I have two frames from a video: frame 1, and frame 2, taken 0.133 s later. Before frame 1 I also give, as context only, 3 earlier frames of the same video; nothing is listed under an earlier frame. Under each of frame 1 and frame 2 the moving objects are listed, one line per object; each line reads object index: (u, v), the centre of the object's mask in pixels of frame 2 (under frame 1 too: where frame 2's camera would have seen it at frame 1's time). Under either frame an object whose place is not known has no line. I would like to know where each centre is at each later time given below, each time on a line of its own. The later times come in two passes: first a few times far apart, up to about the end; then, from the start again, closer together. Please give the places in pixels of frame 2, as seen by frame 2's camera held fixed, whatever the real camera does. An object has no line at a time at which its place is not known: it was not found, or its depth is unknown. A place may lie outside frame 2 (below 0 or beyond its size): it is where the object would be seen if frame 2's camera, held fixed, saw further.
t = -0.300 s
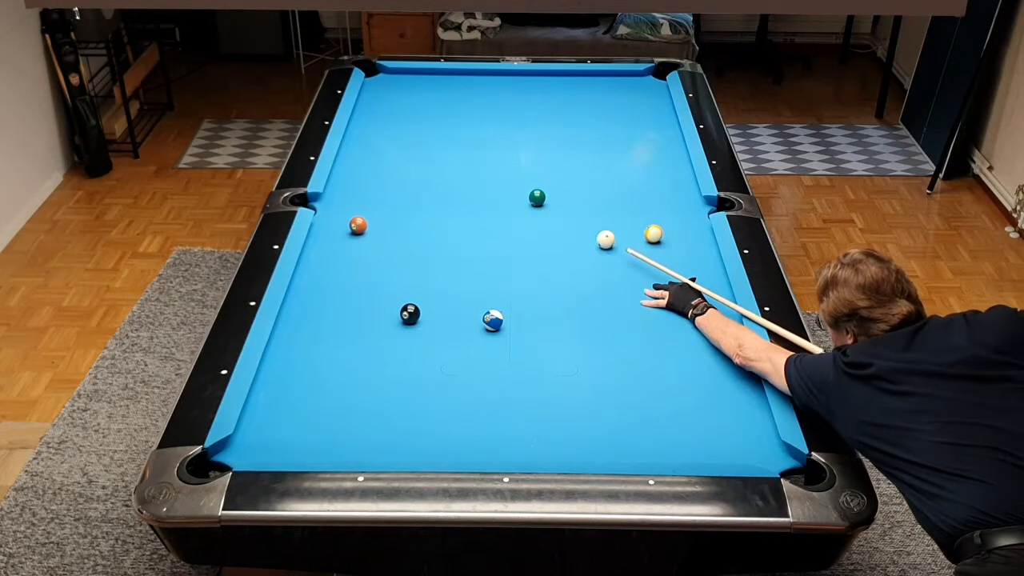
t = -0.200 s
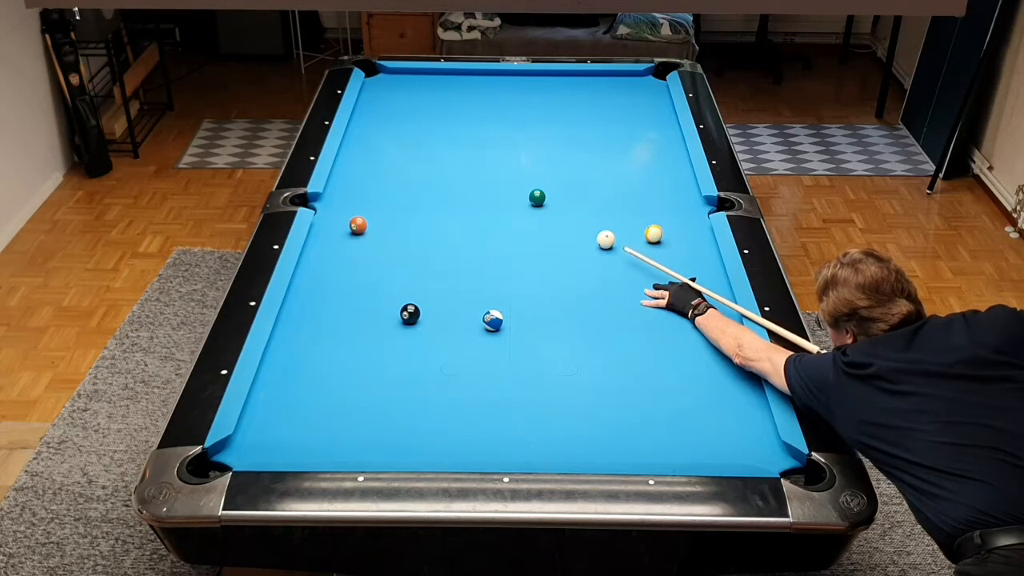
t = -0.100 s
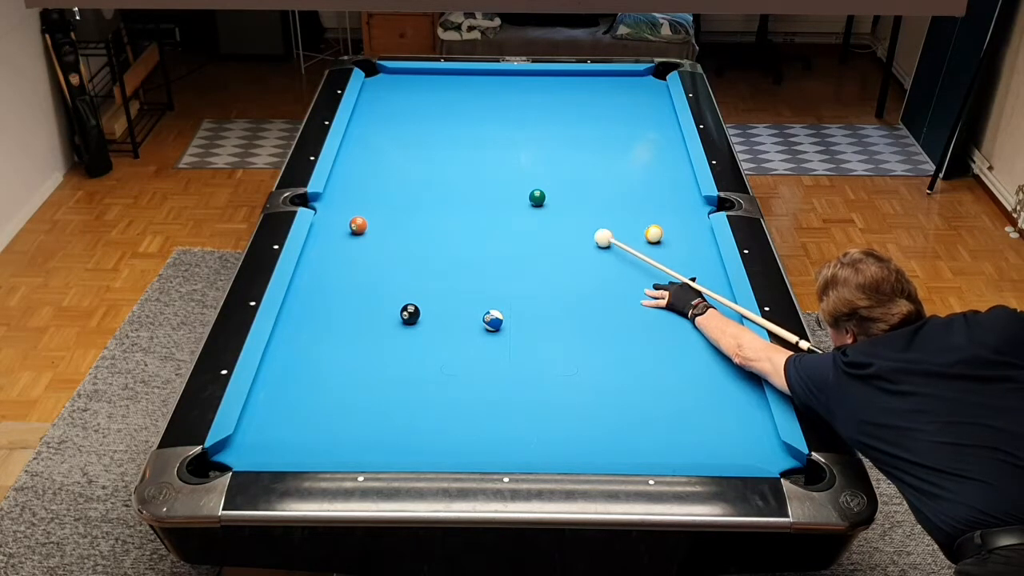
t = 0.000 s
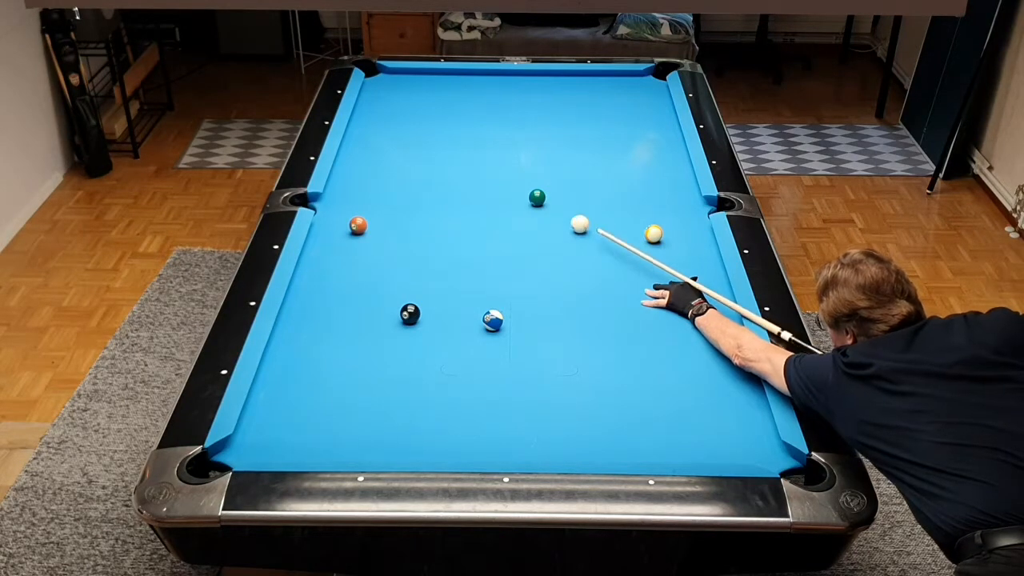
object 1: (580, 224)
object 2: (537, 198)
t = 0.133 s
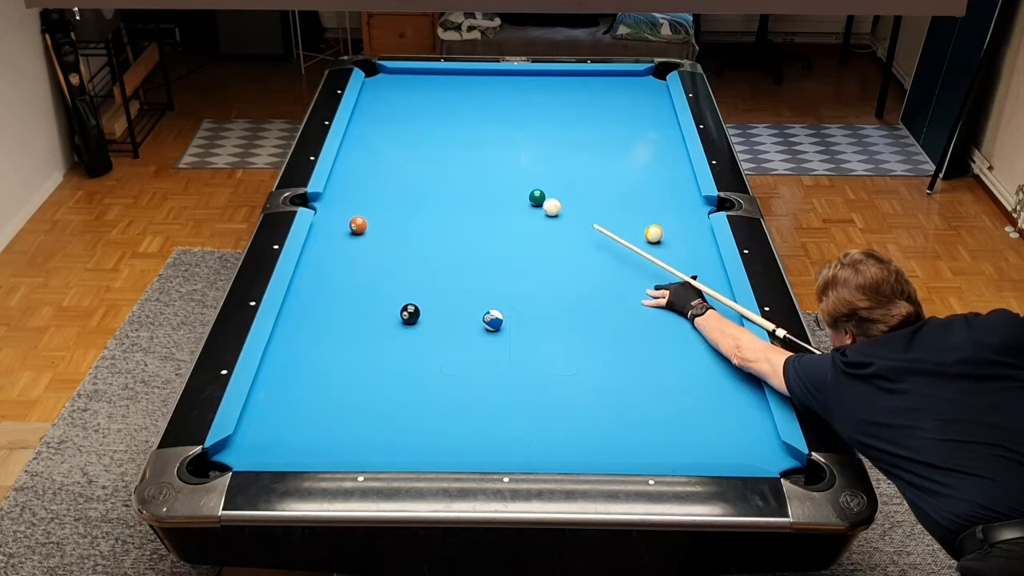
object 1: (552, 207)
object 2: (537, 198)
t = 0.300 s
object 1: (539, 203)
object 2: (518, 184)
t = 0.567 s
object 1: (523, 197)
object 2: (492, 165)
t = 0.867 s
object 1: (505, 192)
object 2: (466, 145)
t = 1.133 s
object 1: (492, 187)
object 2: (446, 130)
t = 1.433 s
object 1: (479, 183)
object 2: (424, 114)
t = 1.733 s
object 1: (468, 179)
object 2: (405, 100)
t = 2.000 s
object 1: (459, 176)
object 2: (389, 88)
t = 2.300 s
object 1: (452, 173)
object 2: (373, 76)
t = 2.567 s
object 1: (446, 171)
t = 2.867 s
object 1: (442, 169)
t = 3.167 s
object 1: (439, 168)
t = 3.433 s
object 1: (438, 167)
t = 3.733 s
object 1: (438, 167)
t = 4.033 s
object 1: (438, 167)
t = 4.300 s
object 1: (438, 167)
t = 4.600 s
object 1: (439, 167)
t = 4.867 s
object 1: (438, 167)
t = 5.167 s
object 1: (438, 167)
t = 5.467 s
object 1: (439, 167)
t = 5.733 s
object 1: (439, 167)
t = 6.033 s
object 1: (439, 167)
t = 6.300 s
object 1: (439, 167)
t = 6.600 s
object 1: (439, 167)
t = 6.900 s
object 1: (439, 167)
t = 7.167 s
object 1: (439, 167)
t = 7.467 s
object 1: (439, 167)
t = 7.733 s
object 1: (439, 167)
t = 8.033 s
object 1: (438, 167)
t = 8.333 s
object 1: (438, 167)
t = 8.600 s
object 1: (438, 167)
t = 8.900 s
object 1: (438, 167)
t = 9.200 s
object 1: (439, 167)
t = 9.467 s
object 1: (438, 167)
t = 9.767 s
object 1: (438, 167)
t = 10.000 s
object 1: (438, 167)
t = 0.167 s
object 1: (546, 204)
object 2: (535, 196)
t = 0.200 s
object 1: (545, 204)
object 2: (531, 193)
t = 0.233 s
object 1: (543, 204)
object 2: (526, 190)
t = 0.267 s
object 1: (541, 203)
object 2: (522, 187)
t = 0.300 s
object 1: (539, 203)
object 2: (518, 184)
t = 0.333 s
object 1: (537, 202)
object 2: (515, 182)
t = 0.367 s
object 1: (535, 201)
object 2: (512, 179)
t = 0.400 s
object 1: (533, 201)
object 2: (509, 177)
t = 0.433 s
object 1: (531, 200)
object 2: (505, 174)
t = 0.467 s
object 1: (528, 199)
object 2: (502, 172)
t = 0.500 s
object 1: (527, 199)
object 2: (499, 169)
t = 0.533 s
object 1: (524, 198)
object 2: (496, 167)
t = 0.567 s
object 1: (523, 197)
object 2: (492, 165)
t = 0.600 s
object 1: (520, 196)
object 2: (489, 163)
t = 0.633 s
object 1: (518, 196)
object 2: (486, 160)
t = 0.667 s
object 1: (516, 195)
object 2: (484, 158)
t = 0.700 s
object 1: (515, 195)
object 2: (480, 156)
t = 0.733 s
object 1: (513, 194)
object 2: (478, 154)
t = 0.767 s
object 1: (511, 193)
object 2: (475, 152)
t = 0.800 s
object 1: (509, 193)
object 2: (472, 150)
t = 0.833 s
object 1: (507, 192)
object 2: (469, 148)
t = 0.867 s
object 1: (505, 192)
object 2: (466, 145)
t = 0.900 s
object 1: (503, 191)
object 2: (464, 144)
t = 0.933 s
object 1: (502, 191)
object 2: (461, 142)
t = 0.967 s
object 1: (500, 190)
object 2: (458, 140)
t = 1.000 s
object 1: (499, 189)
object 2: (456, 138)
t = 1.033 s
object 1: (497, 189)
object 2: (453, 136)
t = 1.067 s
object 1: (495, 188)
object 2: (451, 134)
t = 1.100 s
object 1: (494, 188)
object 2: (448, 132)
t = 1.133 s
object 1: (492, 187)
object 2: (446, 130)
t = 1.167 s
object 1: (491, 187)
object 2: (443, 128)
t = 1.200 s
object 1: (489, 186)
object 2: (440, 126)
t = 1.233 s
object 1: (488, 186)
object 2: (438, 125)
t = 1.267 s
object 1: (486, 185)
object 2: (436, 123)
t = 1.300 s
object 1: (485, 185)
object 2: (433, 121)
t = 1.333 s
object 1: (483, 184)
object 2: (431, 119)
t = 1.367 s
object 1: (482, 184)
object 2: (429, 118)
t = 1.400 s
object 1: (480, 183)
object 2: (426, 116)
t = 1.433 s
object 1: (479, 183)
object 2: (424, 114)
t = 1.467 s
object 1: (478, 182)
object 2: (422, 113)
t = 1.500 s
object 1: (476, 182)
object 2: (420, 111)
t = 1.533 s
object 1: (475, 182)
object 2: (418, 109)
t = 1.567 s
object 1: (474, 181)
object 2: (415, 108)
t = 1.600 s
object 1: (473, 181)
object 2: (413, 106)
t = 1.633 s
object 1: (471, 180)
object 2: (411, 104)
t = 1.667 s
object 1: (470, 180)
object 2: (409, 103)
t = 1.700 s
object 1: (469, 179)
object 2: (407, 101)
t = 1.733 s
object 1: (468, 179)
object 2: (405, 100)
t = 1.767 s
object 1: (467, 179)
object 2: (403, 98)
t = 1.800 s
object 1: (465, 178)
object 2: (401, 97)
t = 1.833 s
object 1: (464, 178)
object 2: (399, 95)
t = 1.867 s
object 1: (463, 178)
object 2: (397, 94)
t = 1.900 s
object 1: (462, 177)
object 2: (395, 93)
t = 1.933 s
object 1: (461, 177)
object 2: (393, 91)
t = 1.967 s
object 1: (460, 176)
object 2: (391, 90)
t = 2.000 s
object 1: (459, 176)
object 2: (389, 88)
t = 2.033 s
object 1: (458, 175)
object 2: (387, 87)
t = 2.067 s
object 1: (457, 175)
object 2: (385, 86)
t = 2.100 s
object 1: (457, 175)
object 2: (384, 84)
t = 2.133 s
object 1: (456, 175)
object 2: (382, 83)
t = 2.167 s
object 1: (455, 174)
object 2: (380, 81)
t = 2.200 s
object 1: (454, 174)
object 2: (379, 80)
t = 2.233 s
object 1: (453, 174)
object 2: (377, 79)
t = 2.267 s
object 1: (453, 173)
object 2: (375, 78)
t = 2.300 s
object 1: (452, 173)
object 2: (373, 76)
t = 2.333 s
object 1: (451, 173)
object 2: (371, 75)
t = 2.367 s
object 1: (450, 173)
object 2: (370, 74)
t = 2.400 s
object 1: (450, 172)
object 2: (369, 73)
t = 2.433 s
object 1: (449, 172)
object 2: (368, 71)
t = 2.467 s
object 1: (448, 172)
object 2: (366, 71)
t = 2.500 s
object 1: (448, 172)
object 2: (366, 72)
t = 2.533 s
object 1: (447, 171)
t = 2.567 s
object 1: (446, 171)
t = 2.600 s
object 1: (446, 171)
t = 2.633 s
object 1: (445, 170)
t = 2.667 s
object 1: (445, 170)
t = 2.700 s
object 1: (444, 170)
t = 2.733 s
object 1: (444, 170)
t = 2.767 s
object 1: (443, 170)
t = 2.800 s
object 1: (443, 169)
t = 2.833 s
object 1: (442, 169)
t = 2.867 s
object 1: (442, 169)
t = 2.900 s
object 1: (441, 169)
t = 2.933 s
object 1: (441, 169)
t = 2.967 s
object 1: (440, 168)
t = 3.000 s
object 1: (440, 168)
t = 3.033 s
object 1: (440, 168)
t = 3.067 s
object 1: (439, 168)
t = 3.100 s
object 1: (439, 168)
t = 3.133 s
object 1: (439, 168)
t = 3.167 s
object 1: (439, 168)
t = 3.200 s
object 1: (438, 168)
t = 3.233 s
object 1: (438, 168)
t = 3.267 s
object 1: (438, 167)
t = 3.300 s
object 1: (438, 167)
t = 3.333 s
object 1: (438, 167)
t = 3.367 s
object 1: (438, 167)
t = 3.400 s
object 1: (438, 167)
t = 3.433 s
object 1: (438, 167)
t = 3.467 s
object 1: (438, 167)
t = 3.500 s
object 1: (437, 167)
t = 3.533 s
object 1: (437, 167)
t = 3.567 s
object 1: (437, 167)
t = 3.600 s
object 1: (438, 167)
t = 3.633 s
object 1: (438, 167)
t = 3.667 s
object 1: (438, 167)
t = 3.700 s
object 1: (438, 167)
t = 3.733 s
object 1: (438, 167)
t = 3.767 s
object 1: (438, 167)
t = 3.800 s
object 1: (438, 167)
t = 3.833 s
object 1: (438, 167)
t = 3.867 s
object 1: (438, 167)
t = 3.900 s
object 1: (438, 167)
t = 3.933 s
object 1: (438, 167)
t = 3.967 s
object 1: (438, 167)
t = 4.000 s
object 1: (438, 167)
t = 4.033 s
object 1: (438, 167)
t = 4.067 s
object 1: (438, 167)
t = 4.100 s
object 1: (438, 167)
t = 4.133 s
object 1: (438, 167)
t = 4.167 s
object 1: (438, 167)
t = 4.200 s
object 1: (438, 167)
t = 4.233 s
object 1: (438, 167)
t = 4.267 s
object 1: (438, 167)
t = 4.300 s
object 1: (438, 167)
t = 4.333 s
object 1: (438, 167)
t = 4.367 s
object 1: (438, 167)
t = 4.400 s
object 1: (438, 167)
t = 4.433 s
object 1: (438, 167)
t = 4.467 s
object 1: (439, 167)
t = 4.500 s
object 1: (439, 167)
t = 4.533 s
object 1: (439, 167)
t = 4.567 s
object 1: (439, 167)
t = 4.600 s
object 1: (439, 167)
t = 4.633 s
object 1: (438, 167)
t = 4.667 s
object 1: (439, 167)
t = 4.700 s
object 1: (439, 167)
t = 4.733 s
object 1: (439, 167)
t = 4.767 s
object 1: (439, 167)
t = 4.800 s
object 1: (439, 167)
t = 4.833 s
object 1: (439, 167)
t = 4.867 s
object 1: (438, 167)
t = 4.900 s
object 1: (439, 167)
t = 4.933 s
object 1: (438, 167)
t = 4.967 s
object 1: (438, 167)
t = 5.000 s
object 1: (438, 167)
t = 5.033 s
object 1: (439, 167)
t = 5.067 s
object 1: (438, 167)
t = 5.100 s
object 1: (439, 167)
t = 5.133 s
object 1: (438, 167)
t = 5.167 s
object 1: (438, 167)
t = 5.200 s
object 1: (438, 167)
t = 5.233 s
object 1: (439, 167)
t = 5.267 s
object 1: (438, 167)
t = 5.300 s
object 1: (439, 167)
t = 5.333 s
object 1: (438, 167)
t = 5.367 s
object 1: (439, 167)
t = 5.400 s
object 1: (438, 167)
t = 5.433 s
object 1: (438, 167)
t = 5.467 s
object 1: (439, 167)
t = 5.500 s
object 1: (438, 167)
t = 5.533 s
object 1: (439, 167)
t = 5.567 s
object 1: (438, 167)
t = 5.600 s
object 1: (438, 167)
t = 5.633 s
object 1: (439, 167)
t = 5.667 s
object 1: (438, 167)
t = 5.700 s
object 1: (439, 167)
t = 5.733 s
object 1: (439, 167)
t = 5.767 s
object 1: (438, 167)
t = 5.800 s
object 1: (438, 167)
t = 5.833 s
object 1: (439, 167)
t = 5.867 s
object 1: (439, 167)
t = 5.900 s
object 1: (439, 167)
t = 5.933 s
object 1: (439, 167)
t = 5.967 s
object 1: (439, 167)
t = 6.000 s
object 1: (439, 167)
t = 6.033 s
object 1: (439, 167)
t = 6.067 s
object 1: (439, 167)
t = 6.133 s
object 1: (439, 167)
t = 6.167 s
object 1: (439, 167)
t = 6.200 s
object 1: (439, 167)
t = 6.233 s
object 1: (439, 167)
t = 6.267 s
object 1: (439, 167)
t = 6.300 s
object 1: (439, 167)
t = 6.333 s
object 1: (439, 167)
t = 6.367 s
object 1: (439, 167)
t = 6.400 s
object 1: (439, 167)
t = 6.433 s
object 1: (439, 167)
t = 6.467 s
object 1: (439, 167)
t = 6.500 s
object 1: (439, 167)
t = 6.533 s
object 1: (439, 167)
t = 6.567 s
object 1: (439, 167)
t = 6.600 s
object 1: (439, 167)
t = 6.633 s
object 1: (439, 167)
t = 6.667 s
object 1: (439, 167)
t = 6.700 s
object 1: (439, 167)
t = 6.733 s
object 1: (439, 167)
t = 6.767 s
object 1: (439, 167)
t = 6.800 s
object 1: (439, 167)
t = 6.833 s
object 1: (439, 167)
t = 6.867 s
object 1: (439, 167)
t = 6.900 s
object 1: (439, 167)
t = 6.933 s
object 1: (439, 167)
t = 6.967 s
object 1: (439, 167)
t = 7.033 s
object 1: (439, 167)
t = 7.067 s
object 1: (439, 167)
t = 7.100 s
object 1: (439, 167)
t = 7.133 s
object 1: (439, 167)
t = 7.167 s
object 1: (439, 167)
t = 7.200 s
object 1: (439, 167)
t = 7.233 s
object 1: (439, 167)
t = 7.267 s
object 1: (439, 167)
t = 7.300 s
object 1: (439, 167)
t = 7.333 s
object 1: (439, 167)
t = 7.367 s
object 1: (439, 167)
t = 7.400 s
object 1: (439, 167)
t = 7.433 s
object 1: (439, 167)
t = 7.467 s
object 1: (439, 167)
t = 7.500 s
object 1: (439, 167)
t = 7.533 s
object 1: (439, 167)
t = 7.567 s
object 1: (439, 167)
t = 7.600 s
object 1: (439, 167)
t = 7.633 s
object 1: (439, 167)
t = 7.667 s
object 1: (439, 167)
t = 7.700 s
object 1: (439, 167)
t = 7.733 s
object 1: (439, 167)
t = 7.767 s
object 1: (439, 167)
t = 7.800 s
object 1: (439, 167)
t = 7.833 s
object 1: (439, 167)
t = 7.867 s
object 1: (439, 167)
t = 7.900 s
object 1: (439, 167)
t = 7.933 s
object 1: (439, 167)
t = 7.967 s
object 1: (439, 167)
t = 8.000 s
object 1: (439, 167)
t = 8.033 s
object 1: (438, 167)
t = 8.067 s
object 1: (438, 167)
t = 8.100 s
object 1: (438, 167)
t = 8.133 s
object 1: (438, 167)
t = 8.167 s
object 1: (438, 167)
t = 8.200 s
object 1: (438, 167)
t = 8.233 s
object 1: (438, 167)
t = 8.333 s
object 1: (438, 167)
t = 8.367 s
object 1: (438, 167)
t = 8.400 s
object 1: (438, 167)
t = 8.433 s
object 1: (438, 167)
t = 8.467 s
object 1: (438, 167)
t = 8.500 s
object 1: (438, 167)
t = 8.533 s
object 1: (438, 167)
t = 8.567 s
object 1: (438, 167)
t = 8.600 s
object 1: (438, 167)
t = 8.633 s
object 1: (438, 167)
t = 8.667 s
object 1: (438, 167)
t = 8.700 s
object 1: (438, 167)
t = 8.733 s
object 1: (438, 167)
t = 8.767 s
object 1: (438, 167)
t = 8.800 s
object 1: (438, 167)
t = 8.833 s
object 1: (438, 167)
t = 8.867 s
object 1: (438, 167)
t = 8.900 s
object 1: (438, 167)
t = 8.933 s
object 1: (438, 167)
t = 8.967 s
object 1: (438, 167)
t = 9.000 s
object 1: (438, 167)
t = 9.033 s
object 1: (438, 167)
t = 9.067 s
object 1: (438, 167)
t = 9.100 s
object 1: (438, 167)
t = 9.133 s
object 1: (438, 167)
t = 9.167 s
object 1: (438, 167)
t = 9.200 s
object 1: (439, 167)
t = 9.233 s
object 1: (438, 167)
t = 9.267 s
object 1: (438, 167)
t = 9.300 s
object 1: (438, 167)
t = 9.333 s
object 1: (438, 167)
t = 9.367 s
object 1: (438, 167)
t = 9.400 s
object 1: (438, 167)
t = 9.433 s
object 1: (439, 167)
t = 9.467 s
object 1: (438, 167)
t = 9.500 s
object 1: (439, 167)
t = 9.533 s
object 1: (438, 167)
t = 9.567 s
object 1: (438, 167)
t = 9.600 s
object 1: (439, 167)
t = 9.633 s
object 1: (438, 167)
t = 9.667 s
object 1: (438, 167)
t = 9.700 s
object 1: (439, 167)
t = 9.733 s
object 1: (438, 167)
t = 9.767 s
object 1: (438, 167)
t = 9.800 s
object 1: (438, 167)
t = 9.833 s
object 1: (438, 167)
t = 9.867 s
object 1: (438, 167)
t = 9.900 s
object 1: (438, 167)
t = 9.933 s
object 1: (438, 167)
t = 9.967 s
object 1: (439, 167)
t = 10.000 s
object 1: (438, 167)
